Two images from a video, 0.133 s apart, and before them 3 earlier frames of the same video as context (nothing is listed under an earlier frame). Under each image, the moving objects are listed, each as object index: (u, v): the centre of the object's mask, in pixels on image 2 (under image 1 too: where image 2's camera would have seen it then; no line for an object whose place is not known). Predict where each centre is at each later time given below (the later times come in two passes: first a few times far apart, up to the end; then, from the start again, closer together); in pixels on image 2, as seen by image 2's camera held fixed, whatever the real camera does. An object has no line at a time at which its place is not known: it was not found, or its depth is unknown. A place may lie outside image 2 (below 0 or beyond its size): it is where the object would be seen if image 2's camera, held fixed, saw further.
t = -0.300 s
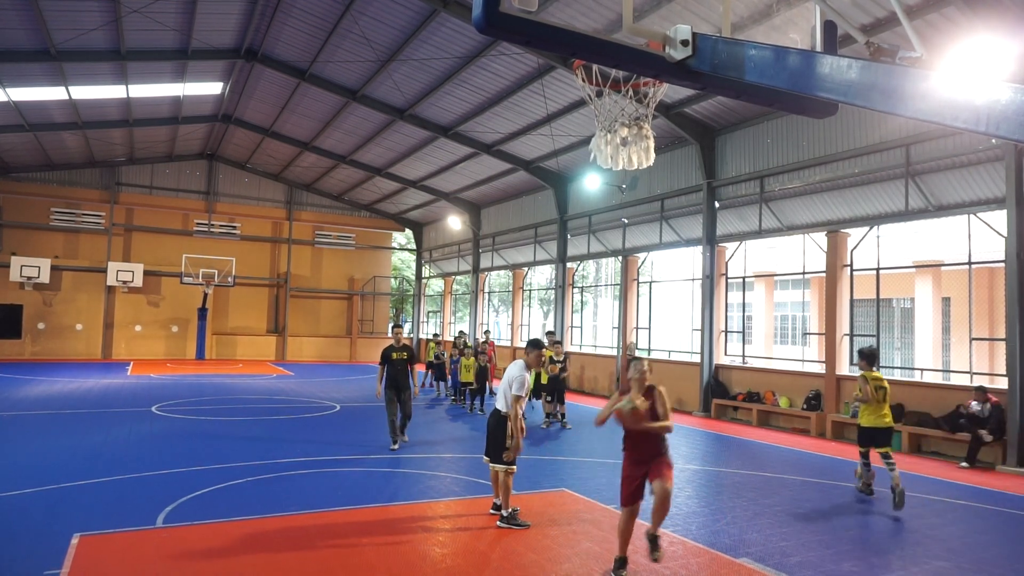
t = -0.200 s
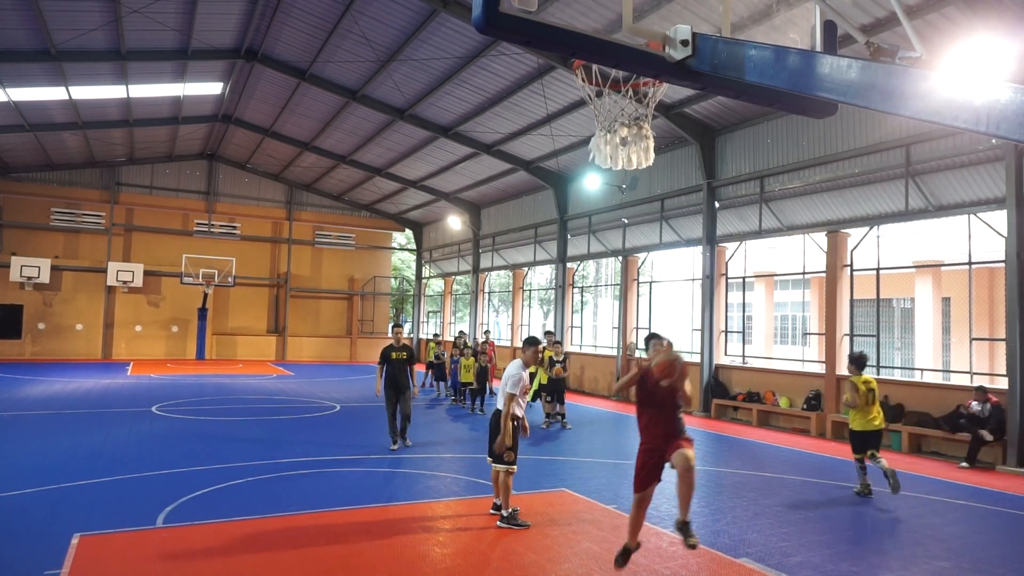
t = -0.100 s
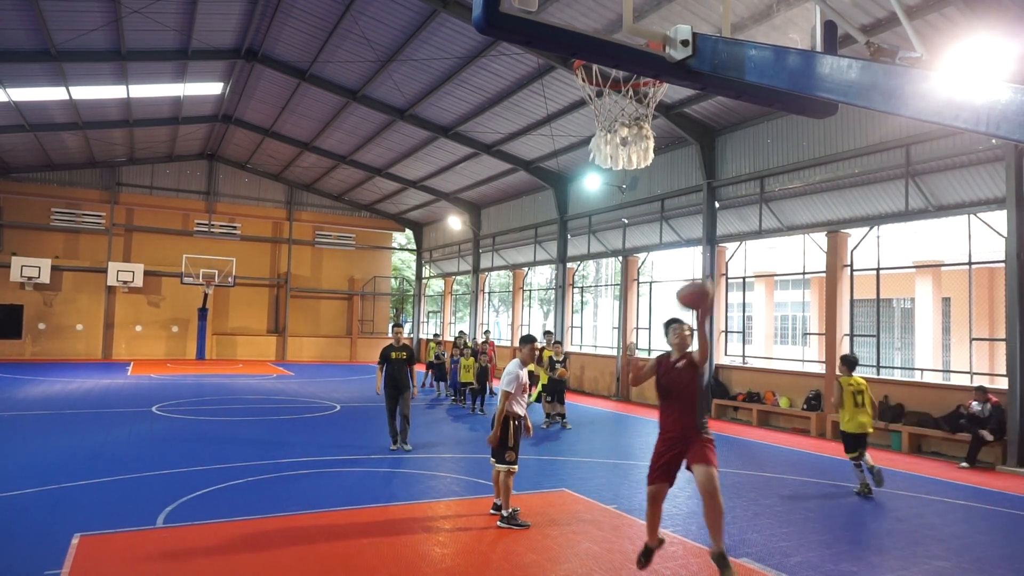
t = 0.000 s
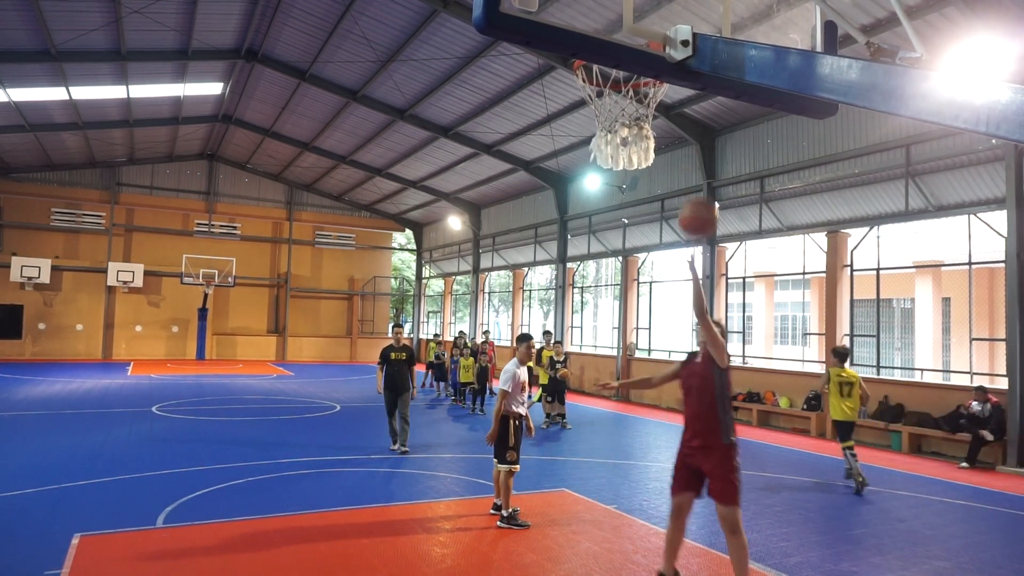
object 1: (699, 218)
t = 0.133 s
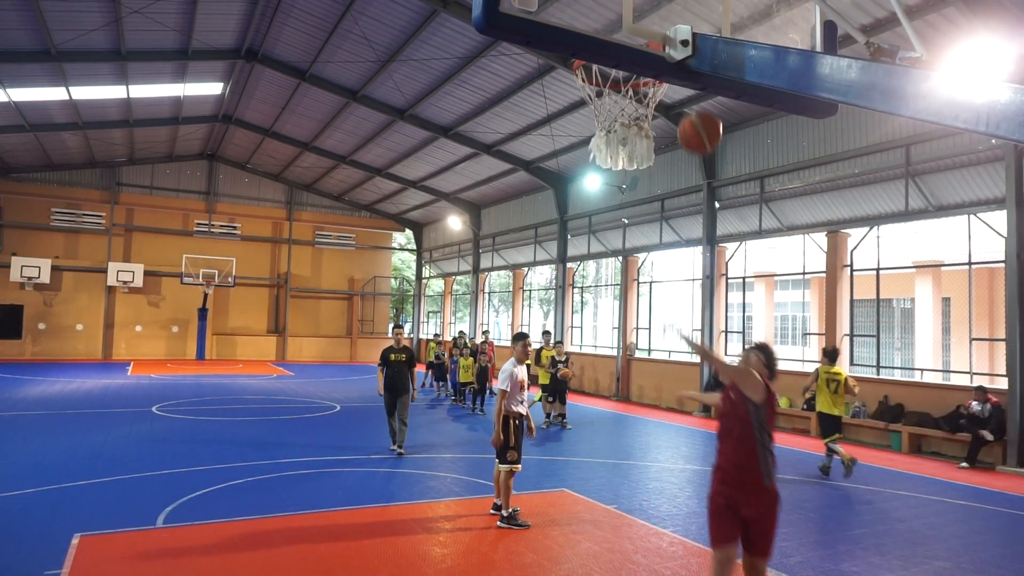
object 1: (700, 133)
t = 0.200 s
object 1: (700, 104)
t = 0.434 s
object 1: (697, 17)
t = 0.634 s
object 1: (626, 84)
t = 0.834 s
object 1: (598, 108)
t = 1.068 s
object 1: (617, 181)
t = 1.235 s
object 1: (624, 304)
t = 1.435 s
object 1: (634, 545)
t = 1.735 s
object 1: (666, 559)
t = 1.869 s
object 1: (686, 459)
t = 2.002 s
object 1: (704, 397)
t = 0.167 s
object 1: (700, 115)
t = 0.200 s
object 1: (700, 104)
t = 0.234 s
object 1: (696, 96)
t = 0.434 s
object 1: (697, 17)
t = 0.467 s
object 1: (686, 17)
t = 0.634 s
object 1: (626, 84)
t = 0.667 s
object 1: (618, 90)
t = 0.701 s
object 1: (607, 103)
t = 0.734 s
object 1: (596, 109)
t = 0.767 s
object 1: (595, 108)
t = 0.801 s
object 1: (597, 107)
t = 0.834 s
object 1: (598, 108)
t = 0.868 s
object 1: (602, 110)
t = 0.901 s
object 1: (608, 114)
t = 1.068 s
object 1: (617, 181)
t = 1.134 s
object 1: (620, 221)
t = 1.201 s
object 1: (623, 272)
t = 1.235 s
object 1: (624, 304)
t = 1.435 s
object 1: (634, 545)
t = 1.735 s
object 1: (666, 559)
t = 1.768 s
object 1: (671, 530)
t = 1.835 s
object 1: (681, 480)
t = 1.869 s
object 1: (686, 459)
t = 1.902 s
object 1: (690, 440)
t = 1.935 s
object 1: (695, 423)
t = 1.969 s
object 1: (699, 409)
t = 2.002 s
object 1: (704, 397)
